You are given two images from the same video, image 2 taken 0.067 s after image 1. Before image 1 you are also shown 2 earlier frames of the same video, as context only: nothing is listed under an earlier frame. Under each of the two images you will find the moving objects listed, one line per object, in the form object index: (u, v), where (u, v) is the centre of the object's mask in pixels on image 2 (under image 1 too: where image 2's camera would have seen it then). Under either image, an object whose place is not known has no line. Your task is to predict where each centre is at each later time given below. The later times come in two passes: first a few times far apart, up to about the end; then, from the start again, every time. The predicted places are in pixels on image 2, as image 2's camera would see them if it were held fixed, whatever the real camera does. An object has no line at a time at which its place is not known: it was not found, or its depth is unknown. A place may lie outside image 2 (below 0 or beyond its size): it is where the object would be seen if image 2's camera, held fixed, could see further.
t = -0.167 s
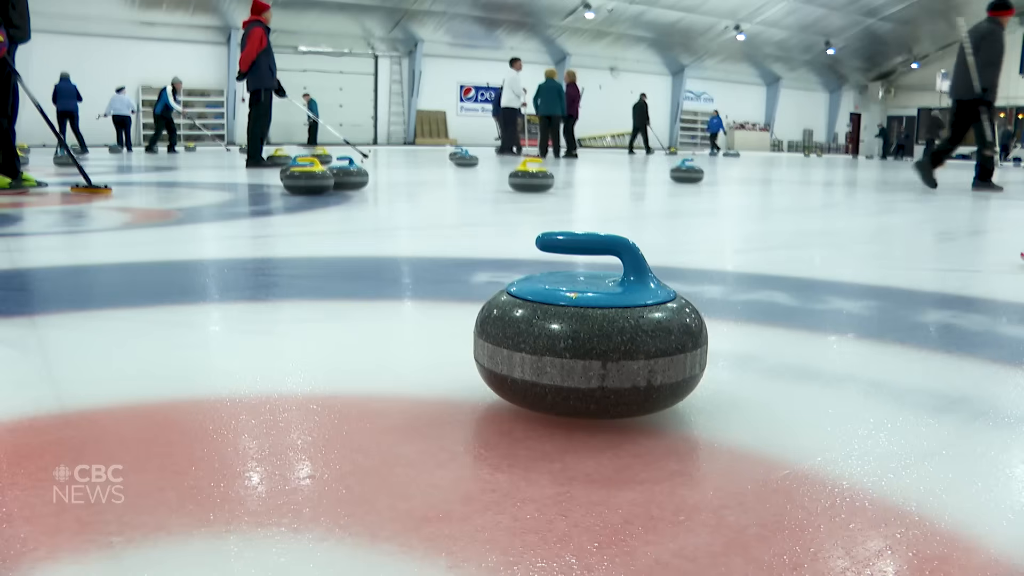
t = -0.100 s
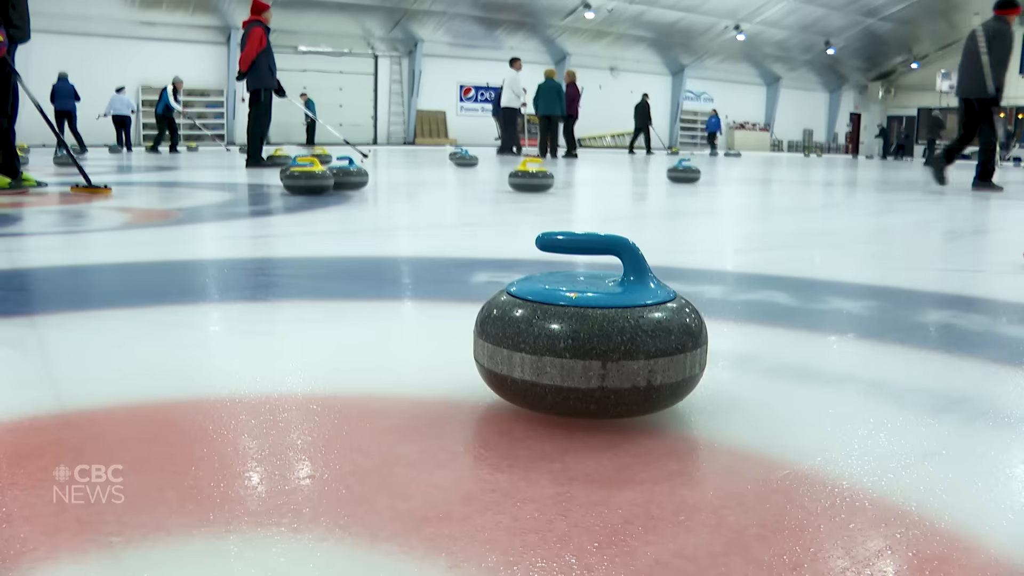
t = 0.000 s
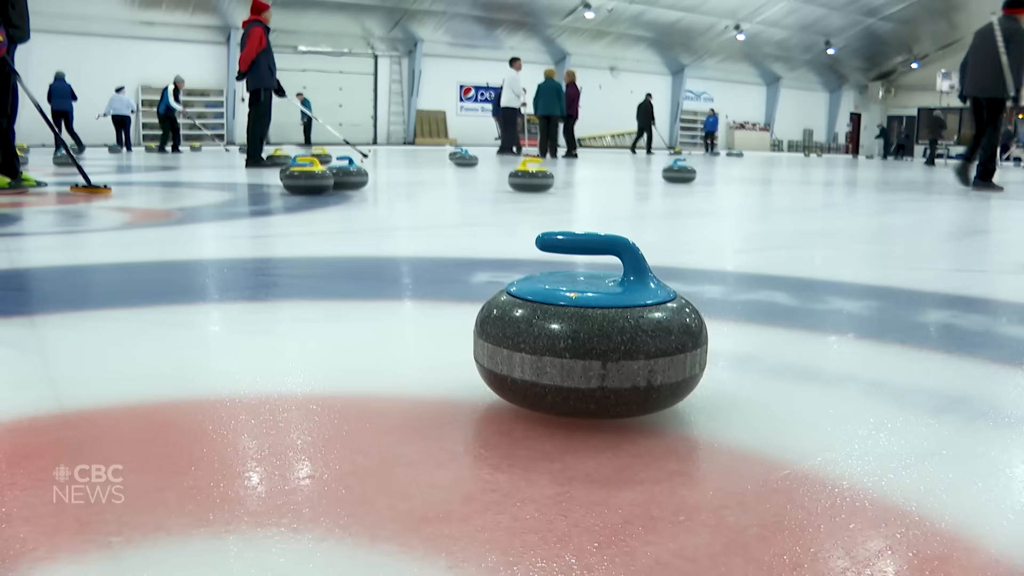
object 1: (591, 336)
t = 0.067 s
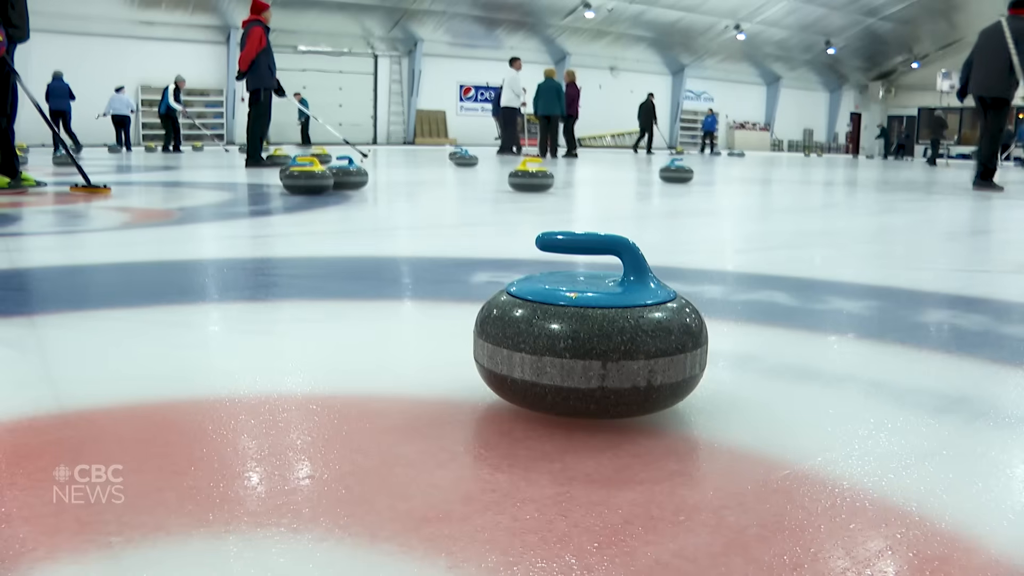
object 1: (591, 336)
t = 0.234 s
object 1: (591, 336)
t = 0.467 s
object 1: (591, 336)
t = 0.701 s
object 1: (591, 336)
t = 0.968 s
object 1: (590, 337)
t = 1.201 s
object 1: (469, 356)
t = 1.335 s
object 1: (389, 368)
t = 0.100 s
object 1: (591, 336)
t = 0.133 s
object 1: (591, 336)
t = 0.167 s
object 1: (591, 336)
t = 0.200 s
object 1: (591, 336)
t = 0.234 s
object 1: (591, 336)
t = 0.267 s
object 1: (591, 336)
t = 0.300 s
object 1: (591, 336)
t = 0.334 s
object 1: (591, 336)
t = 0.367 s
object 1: (591, 336)
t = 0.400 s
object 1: (591, 336)
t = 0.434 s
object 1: (591, 336)
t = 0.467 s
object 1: (591, 336)
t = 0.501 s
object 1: (591, 336)
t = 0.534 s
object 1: (591, 336)
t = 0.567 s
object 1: (591, 336)
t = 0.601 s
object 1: (591, 336)
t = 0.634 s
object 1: (591, 336)
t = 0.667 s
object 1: (591, 336)
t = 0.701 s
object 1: (591, 336)
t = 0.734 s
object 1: (591, 336)
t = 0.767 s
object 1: (591, 336)
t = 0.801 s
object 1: (591, 336)
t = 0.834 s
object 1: (591, 336)
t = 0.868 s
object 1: (591, 336)
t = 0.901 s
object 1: (591, 337)
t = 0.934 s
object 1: (591, 337)
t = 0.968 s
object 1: (590, 337)
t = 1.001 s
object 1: (576, 340)
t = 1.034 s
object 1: (559, 342)
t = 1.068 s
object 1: (542, 344)
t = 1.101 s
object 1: (524, 347)
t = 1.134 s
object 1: (506, 350)
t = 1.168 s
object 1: (487, 353)
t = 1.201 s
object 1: (469, 356)
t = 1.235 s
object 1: (450, 358)
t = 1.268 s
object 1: (430, 361)
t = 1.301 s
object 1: (410, 364)
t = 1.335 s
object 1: (389, 368)
